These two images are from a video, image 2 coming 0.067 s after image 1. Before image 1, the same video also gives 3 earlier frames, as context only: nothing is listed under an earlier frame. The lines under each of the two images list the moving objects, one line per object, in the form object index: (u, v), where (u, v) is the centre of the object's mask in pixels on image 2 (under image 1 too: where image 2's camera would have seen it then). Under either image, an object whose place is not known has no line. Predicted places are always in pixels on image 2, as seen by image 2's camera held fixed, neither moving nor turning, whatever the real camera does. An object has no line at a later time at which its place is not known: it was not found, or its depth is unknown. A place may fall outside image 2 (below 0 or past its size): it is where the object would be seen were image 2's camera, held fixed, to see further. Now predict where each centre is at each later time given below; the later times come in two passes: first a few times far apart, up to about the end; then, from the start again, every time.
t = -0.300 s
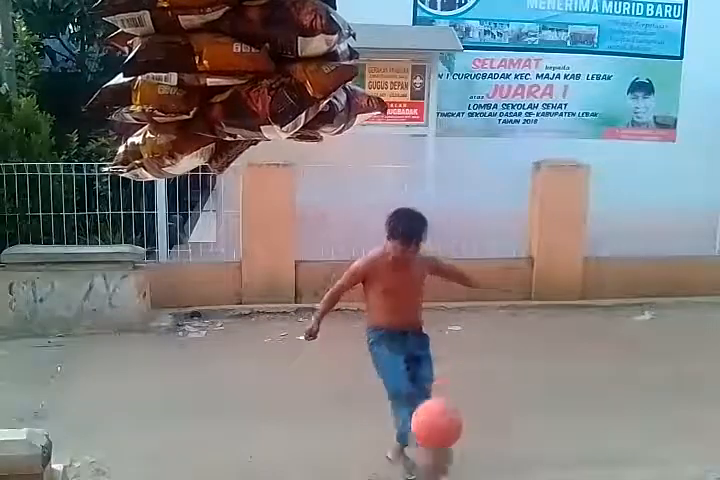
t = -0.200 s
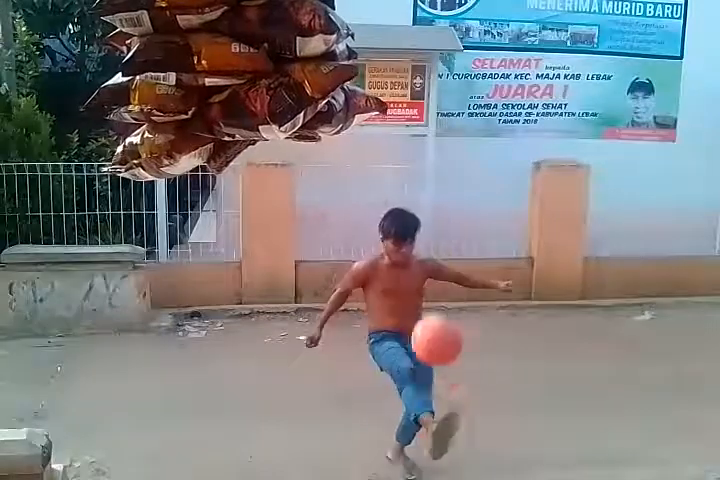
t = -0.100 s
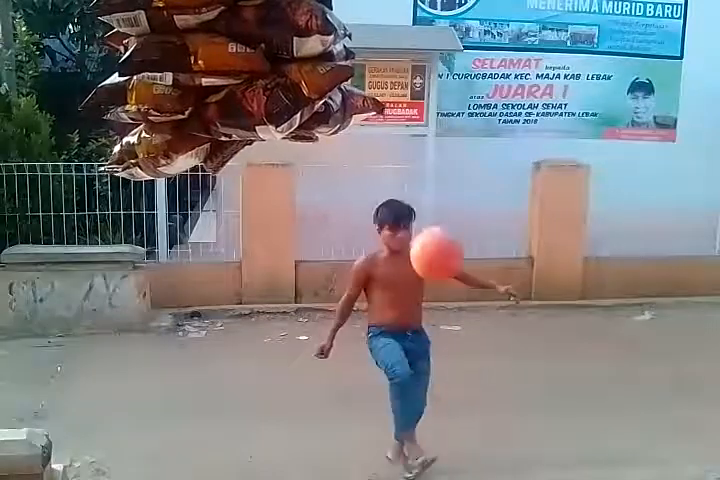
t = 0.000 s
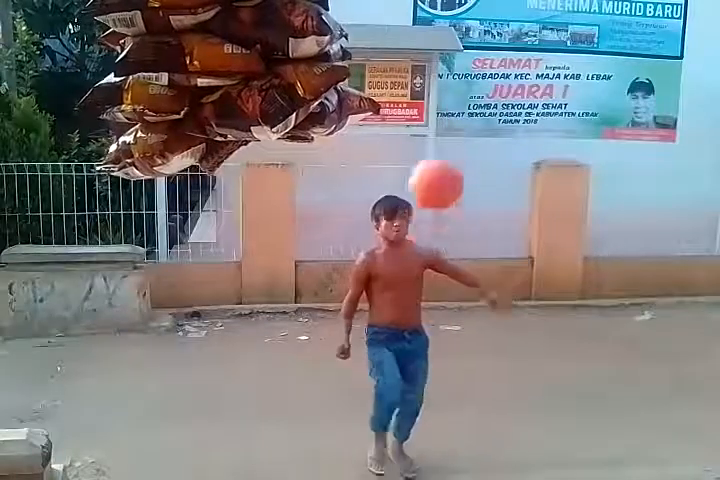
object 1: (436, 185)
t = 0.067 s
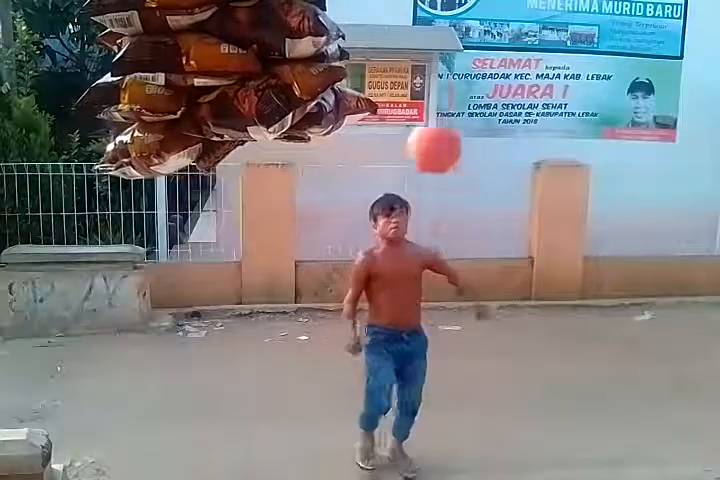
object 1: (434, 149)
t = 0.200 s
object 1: (429, 100)
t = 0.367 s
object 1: (422, 103)
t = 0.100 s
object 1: (433, 132)
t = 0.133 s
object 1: (432, 121)
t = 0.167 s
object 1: (433, 108)
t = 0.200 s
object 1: (429, 100)
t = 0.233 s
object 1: (428, 97)
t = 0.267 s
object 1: (426, 94)
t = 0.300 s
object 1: (426, 94)
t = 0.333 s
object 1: (425, 96)
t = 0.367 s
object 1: (422, 103)
